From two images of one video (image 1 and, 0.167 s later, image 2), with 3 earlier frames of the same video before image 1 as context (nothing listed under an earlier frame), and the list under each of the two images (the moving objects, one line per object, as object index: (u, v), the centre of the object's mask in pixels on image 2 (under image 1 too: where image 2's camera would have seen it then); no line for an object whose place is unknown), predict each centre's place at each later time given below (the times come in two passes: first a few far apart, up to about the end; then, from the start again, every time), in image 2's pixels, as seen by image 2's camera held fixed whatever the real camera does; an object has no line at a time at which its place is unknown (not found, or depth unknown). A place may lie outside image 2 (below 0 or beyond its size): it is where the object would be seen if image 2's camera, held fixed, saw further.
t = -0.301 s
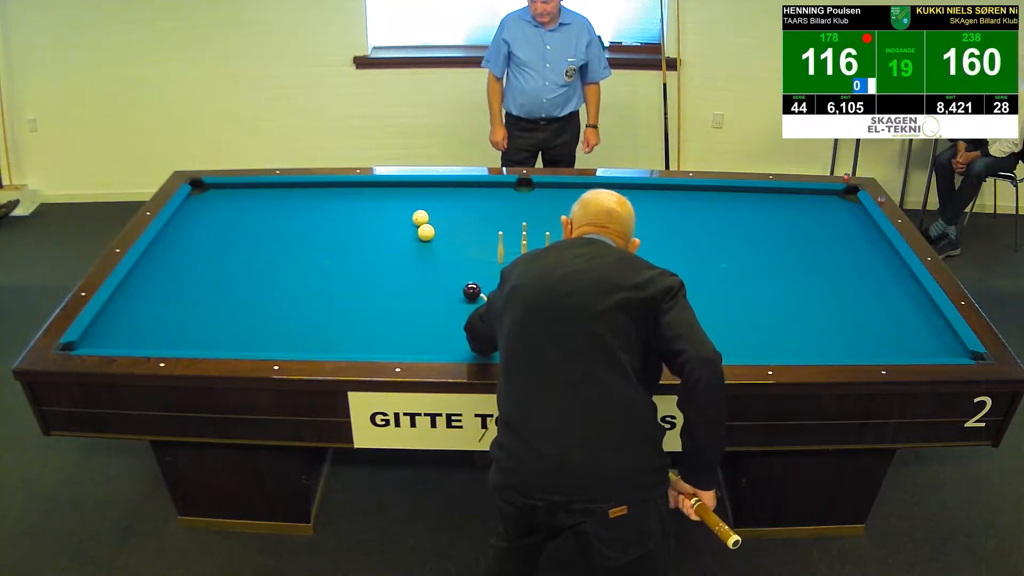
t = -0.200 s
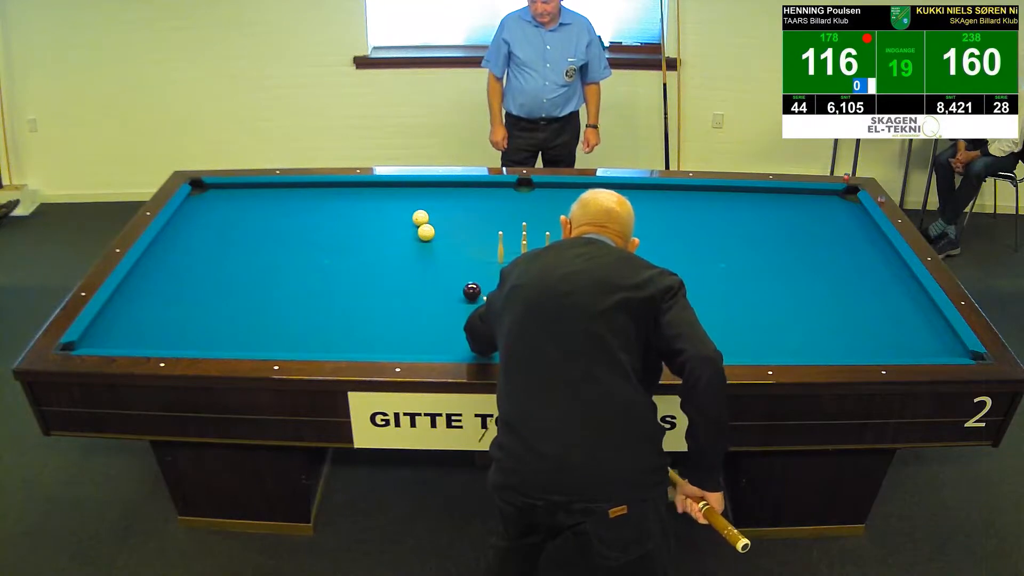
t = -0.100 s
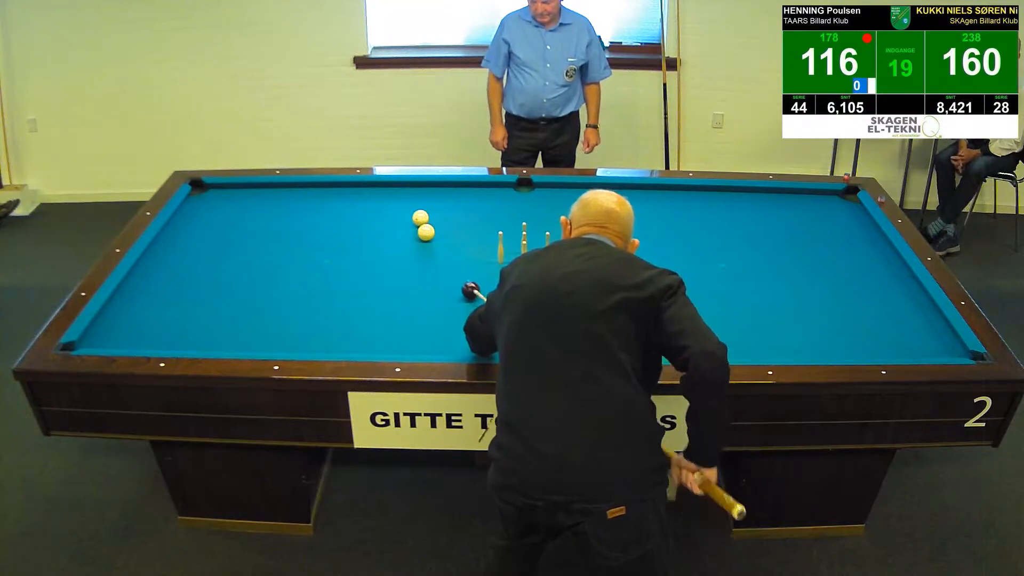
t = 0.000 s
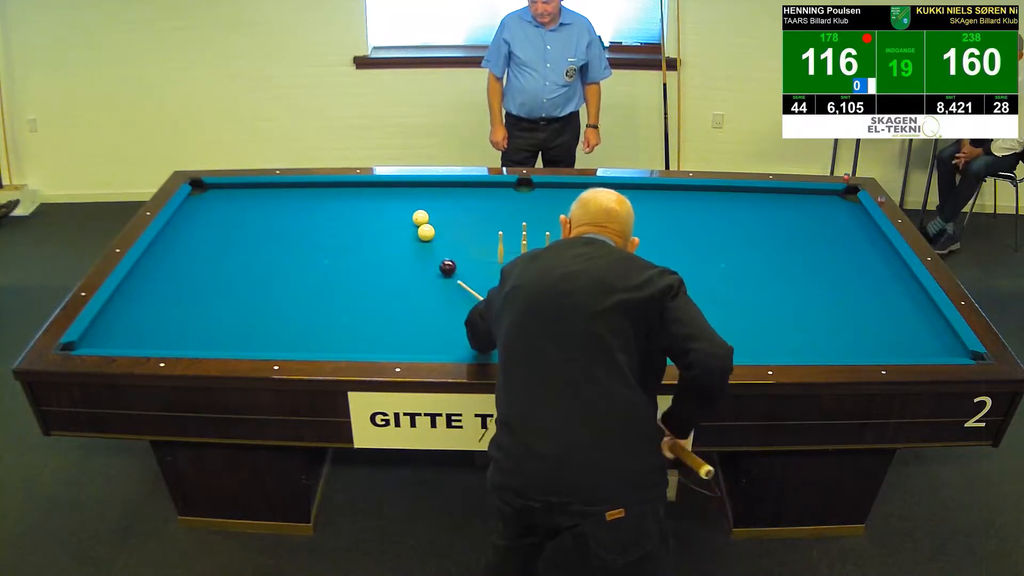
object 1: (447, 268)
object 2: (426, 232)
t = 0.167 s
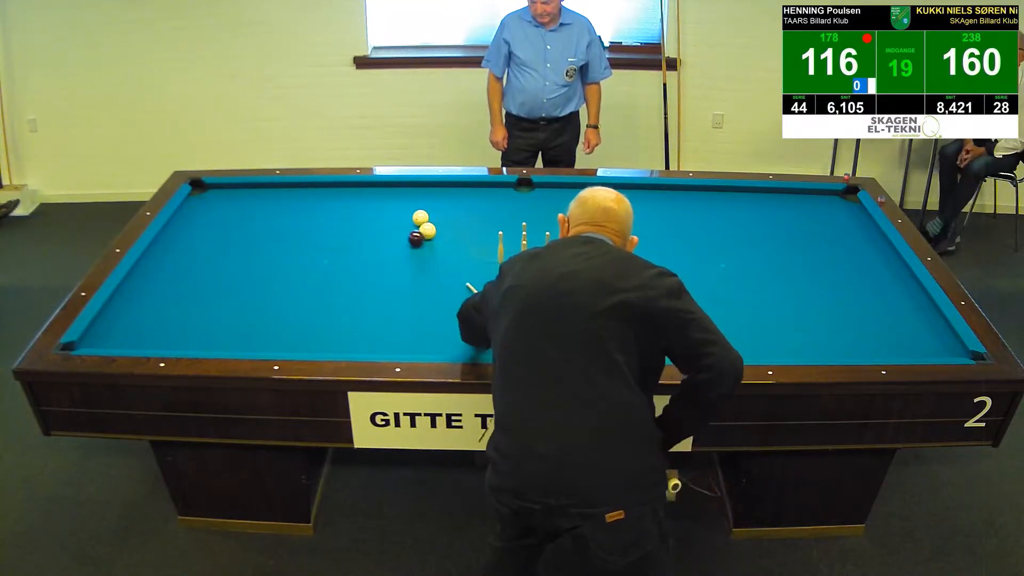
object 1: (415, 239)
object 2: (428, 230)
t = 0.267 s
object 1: (389, 233)
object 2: (437, 220)
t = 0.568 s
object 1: (319, 212)
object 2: (458, 198)
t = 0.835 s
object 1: (266, 196)
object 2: (471, 187)
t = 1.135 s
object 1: (211, 191)
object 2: (477, 199)
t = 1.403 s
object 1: (205, 200)
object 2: (483, 210)
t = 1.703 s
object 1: (226, 212)
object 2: (489, 222)
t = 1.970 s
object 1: (245, 222)
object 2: (494, 233)
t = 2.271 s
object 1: (267, 234)
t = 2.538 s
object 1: (288, 245)
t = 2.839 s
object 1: (311, 258)
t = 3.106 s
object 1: (333, 270)
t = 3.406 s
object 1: (359, 283)
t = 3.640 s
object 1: (379, 294)
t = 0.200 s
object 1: (406, 237)
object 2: (431, 227)
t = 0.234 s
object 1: (397, 235)
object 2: (434, 224)
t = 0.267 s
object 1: (389, 233)
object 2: (437, 220)
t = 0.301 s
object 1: (380, 230)
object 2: (440, 218)
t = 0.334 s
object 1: (372, 228)
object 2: (442, 215)
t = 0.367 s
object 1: (364, 226)
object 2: (444, 212)
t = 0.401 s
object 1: (357, 223)
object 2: (447, 210)
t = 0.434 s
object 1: (349, 221)
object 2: (449, 207)
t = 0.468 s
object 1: (341, 218)
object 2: (451, 205)
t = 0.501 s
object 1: (334, 216)
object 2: (453, 202)
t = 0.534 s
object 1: (327, 214)
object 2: (455, 200)
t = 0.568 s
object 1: (319, 212)
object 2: (458, 198)
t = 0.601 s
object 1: (313, 210)
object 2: (460, 196)
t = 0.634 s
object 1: (306, 208)
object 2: (462, 193)
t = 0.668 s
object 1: (299, 205)
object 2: (464, 191)
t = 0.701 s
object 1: (292, 204)
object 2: (466, 189)
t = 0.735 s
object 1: (285, 202)
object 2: (468, 187)
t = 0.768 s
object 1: (279, 200)
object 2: (470, 185)
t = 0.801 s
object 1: (272, 198)
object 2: (471, 185)
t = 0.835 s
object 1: (266, 196)
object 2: (471, 187)
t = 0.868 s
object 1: (260, 194)
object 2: (472, 188)
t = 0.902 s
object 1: (253, 192)
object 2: (473, 190)
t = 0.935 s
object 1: (247, 190)
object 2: (473, 191)
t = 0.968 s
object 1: (241, 188)
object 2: (474, 192)
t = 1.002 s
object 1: (235, 187)
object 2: (475, 194)
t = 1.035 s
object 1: (229, 188)
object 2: (475, 195)
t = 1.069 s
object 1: (223, 189)
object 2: (476, 196)
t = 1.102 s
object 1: (217, 190)
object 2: (477, 198)
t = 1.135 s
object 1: (211, 191)
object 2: (477, 199)
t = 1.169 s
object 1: (205, 192)
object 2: (478, 200)
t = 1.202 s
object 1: (199, 193)
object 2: (479, 202)
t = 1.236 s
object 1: (194, 195)
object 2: (479, 203)
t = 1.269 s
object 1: (195, 196)
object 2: (480, 204)
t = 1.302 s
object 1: (198, 196)
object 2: (481, 205)
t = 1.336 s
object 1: (200, 198)
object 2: (481, 207)
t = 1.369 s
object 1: (203, 199)
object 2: (482, 208)
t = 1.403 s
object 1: (205, 200)
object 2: (483, 210)
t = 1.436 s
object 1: (207, 202)
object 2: (483, 211)
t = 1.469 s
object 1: (209, 203)
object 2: (484, 212)
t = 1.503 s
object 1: (212, 204)
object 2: (485, 214)
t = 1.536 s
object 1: (214, 205)
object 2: (485, 215)
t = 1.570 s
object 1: (216, 207)
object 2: (486, 216)
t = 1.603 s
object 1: (219, 208)
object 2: (487, 218)
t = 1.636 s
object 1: (221, 209)
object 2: (487, 219)
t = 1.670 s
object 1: (223, 210)
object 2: (488, 220)
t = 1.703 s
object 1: (226, 212)
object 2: (489, 222)
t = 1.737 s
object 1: (228, 213)
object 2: (490, 223)
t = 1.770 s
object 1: (230, 214)
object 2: (490, 225)
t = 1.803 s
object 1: (233, 216)
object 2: (491, 226)
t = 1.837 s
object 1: (235, 217)
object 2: (491, 228)
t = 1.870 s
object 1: (237, 218)
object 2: (492, 229)
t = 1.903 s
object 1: (240, 219)
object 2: (493, 230)
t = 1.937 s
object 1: (242, 220)
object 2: (493, 231)
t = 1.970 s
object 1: (245, 222)
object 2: (494, 233)
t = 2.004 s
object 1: (247, 223)
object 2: (494, 234)
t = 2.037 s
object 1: (250, 224)
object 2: (495, 236)
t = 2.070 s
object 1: (252, 226)
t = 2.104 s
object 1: (254, 227)
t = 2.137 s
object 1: (257, 228)
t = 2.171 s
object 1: (259, 230)
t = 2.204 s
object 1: (262, 231)
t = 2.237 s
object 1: (264, 233)
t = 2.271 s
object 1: (267, 234)
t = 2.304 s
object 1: (270, 235)
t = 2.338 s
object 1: (272, 237)
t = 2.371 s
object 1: (275, 238)
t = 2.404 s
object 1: (277, 239)
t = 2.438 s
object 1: (280, 241)
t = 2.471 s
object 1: (282, 242)
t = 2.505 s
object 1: (285, 243)
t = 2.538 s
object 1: (288, 245)
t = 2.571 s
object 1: (290, 246)
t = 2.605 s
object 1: (293, 248)
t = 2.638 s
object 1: (295, 249)
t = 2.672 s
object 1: (298, 250)
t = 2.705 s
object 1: (301, 252)
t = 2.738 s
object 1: (303, 253)
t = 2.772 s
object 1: (306, 255)
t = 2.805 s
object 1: (309, 256)
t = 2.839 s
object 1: (311, 258)
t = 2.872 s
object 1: (314, 259)
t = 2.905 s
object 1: (317, 261)
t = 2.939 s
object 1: (319, 262)
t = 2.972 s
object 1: (322, 264)
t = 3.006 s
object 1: (325, 265)
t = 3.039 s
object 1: (328, 267)
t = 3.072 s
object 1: (330, 268)
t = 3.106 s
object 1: (333, 270)
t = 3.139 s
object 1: (336, 271)
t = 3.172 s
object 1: (339, 273)
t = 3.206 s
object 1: (342, 274)
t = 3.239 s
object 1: (345, 276)
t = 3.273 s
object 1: (347, 277)
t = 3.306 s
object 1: (350, 279)
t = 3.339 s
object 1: (353, 280)
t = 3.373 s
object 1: (356, 282)
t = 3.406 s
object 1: (359, 283)
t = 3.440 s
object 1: (362, 285)
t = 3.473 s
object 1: (365, 287)
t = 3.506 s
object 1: (368, 288)
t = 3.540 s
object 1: (370, 290)
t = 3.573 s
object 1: (373, 291)
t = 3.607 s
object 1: (376, 293)
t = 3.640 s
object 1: (379, 294)
